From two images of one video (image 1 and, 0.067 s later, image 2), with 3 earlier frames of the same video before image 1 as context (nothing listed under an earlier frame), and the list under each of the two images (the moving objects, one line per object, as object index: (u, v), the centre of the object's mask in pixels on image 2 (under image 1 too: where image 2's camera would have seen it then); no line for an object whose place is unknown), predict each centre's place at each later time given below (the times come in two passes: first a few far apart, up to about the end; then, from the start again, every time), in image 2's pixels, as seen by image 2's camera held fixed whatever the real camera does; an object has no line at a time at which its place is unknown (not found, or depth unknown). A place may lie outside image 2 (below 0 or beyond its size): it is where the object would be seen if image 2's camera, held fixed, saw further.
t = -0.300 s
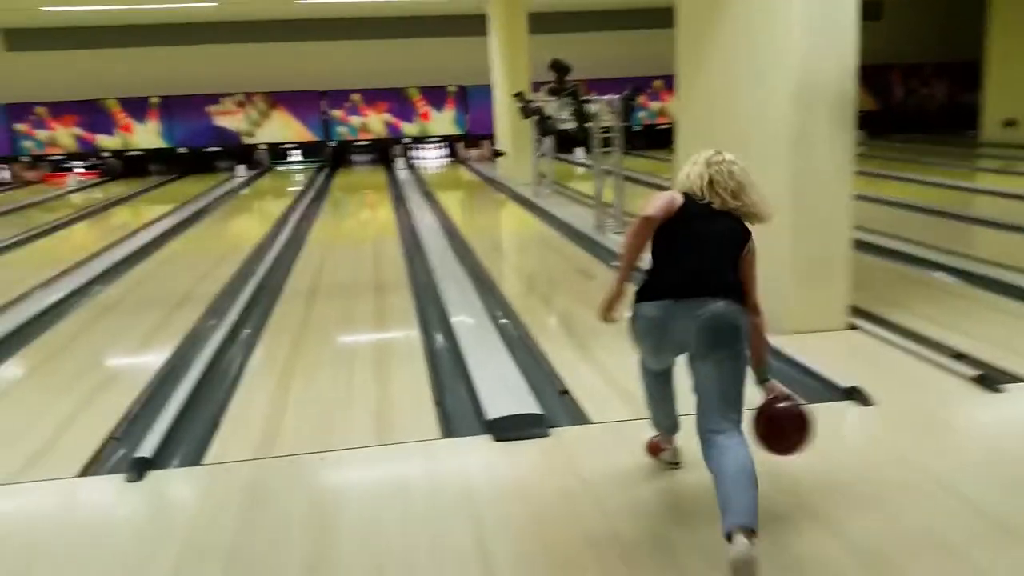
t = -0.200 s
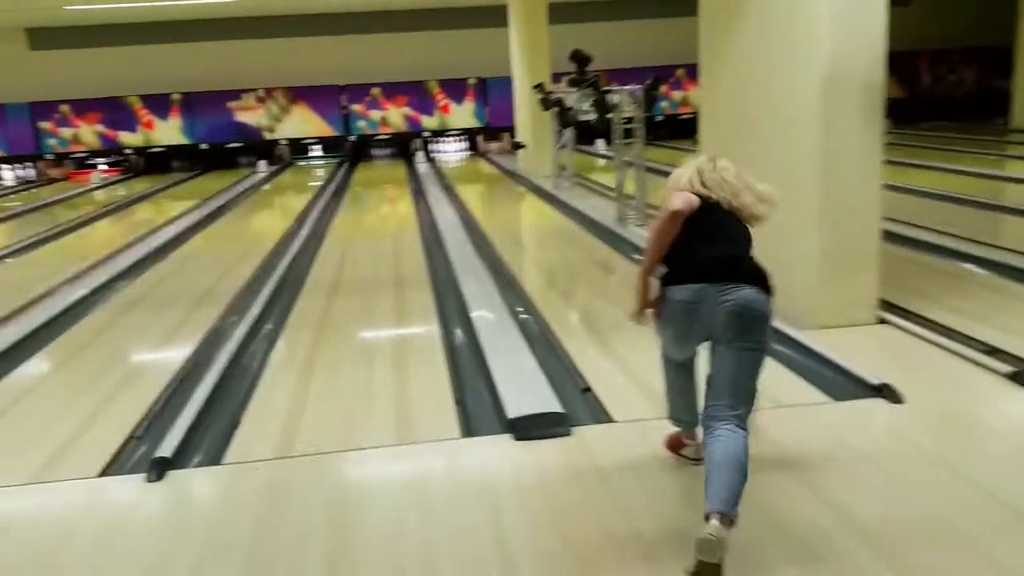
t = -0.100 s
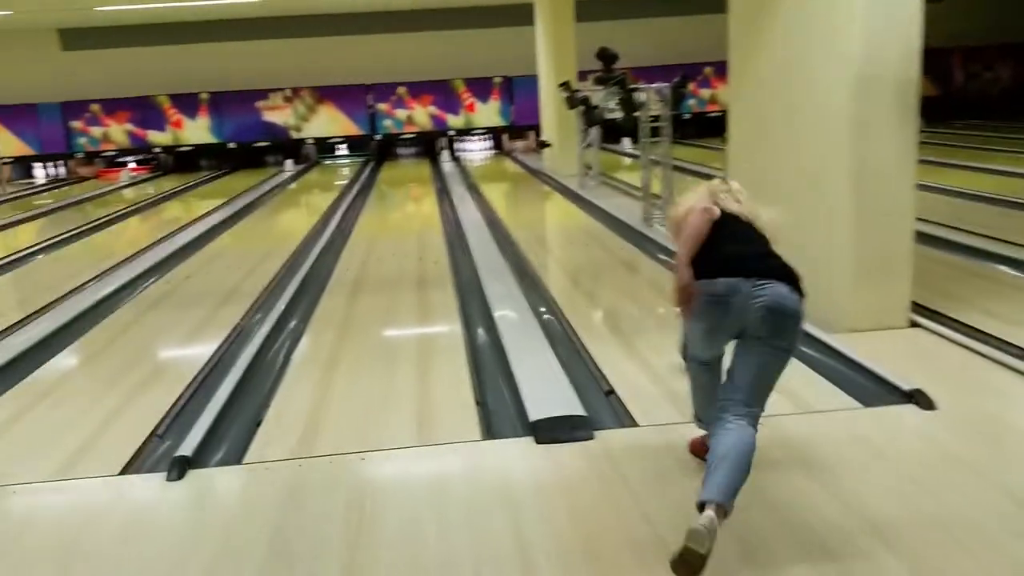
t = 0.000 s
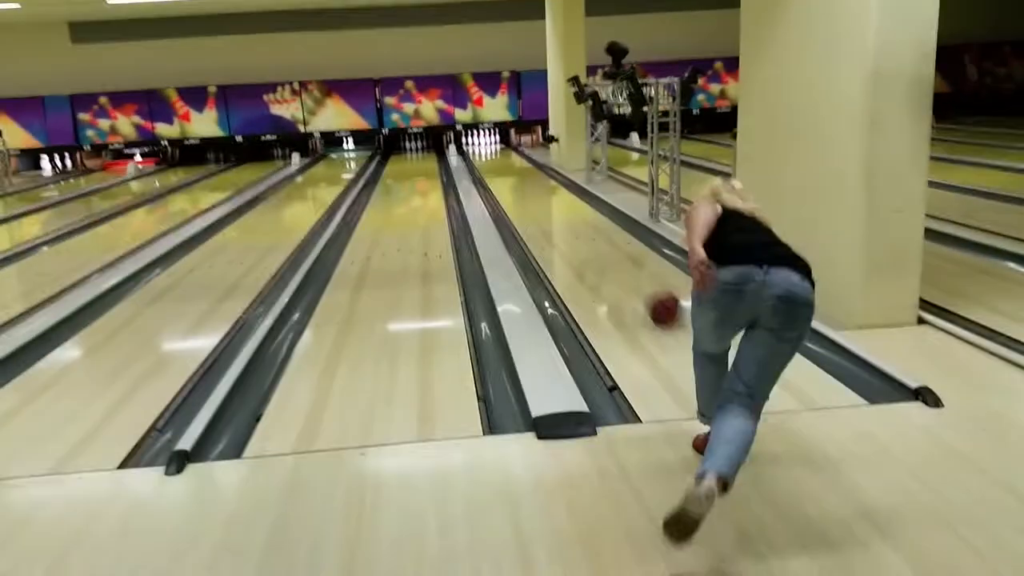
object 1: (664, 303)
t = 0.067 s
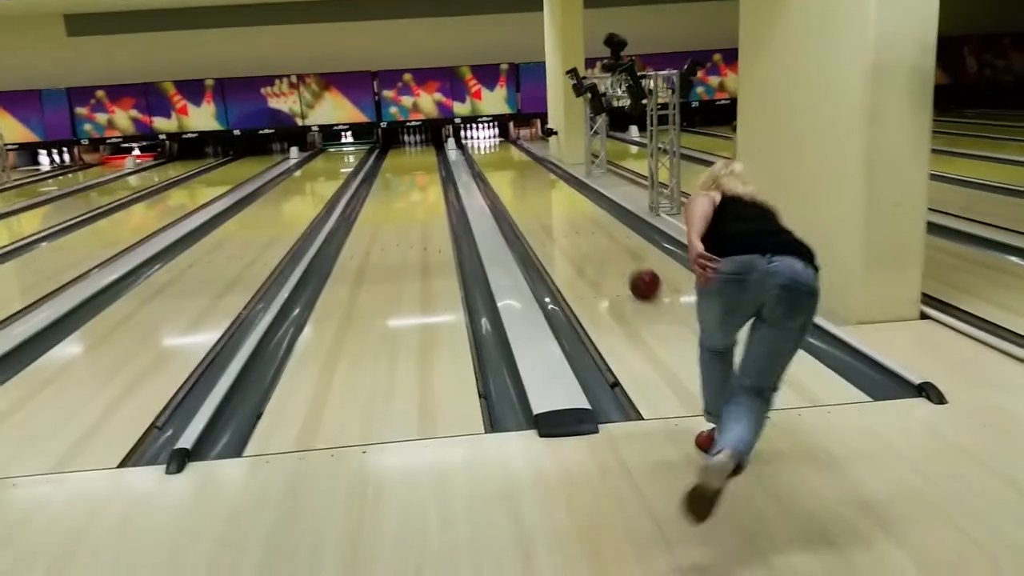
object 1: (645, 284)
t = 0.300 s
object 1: (593, 236)
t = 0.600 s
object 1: (555, 200)
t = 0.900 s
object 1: (532, 178)
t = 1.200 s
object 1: (517, 163)
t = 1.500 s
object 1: (505, 152)
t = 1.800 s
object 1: (497, 143)
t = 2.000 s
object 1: (491, 139)
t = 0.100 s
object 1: (635, 276)
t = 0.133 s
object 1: (627, 268)
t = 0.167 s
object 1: (619, 261)
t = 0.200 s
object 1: (611, 254)
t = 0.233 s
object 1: (605, 248)
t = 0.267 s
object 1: (599, 242)
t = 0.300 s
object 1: (593, 236)
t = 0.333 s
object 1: (588, 231)
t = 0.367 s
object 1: (583, 226)
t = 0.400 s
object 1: (579, 222)
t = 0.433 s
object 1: (574, 218)
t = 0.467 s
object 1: (570, 214)
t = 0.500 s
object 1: (566, 210)
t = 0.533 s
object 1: (562, 206)
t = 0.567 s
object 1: (559, 203)
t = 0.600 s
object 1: (555, 200)
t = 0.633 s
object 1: (553, 197)
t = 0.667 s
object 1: (550, 194)
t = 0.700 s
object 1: (547, 192)
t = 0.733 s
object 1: (545, 188)
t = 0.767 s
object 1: (542, 186)
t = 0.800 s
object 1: (539, 184)
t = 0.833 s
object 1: (537, 182)
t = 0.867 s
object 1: (535, 180)
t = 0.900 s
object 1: (532, 178)
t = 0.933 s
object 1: (530, 176)
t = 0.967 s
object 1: (528, 174)
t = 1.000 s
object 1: (527, 172)
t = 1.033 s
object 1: (525, 170)
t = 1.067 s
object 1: (523, 169)
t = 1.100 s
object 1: (521, 167)
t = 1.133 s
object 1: (520, 165)
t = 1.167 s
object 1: (518, 164)
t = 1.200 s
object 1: (517, 163)
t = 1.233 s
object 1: (516, 161)
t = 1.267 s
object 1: (514, 160)
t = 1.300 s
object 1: (513, 159)
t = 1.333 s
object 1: (511, 158)
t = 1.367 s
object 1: (510, 156)
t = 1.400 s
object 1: (508, 155)
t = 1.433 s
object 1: (507, 154)
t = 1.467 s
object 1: (506, 153)
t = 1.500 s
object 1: (505, 152)
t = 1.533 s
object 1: (504, 151)
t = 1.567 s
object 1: (502, 149)
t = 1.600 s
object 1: (501, 147)
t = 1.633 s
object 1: (501, 147)
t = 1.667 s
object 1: (500, 147)
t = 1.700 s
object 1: (499, 145)
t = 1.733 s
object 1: (498, 144)
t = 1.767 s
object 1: (498, 143)
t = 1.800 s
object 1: (497, 143)
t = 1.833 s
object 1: (496, 143)
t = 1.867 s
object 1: (495, 142)
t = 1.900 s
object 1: (494, 142)
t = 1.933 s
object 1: (493, 141)
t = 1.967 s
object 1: (492, 140)
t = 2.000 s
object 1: (491, 139)
